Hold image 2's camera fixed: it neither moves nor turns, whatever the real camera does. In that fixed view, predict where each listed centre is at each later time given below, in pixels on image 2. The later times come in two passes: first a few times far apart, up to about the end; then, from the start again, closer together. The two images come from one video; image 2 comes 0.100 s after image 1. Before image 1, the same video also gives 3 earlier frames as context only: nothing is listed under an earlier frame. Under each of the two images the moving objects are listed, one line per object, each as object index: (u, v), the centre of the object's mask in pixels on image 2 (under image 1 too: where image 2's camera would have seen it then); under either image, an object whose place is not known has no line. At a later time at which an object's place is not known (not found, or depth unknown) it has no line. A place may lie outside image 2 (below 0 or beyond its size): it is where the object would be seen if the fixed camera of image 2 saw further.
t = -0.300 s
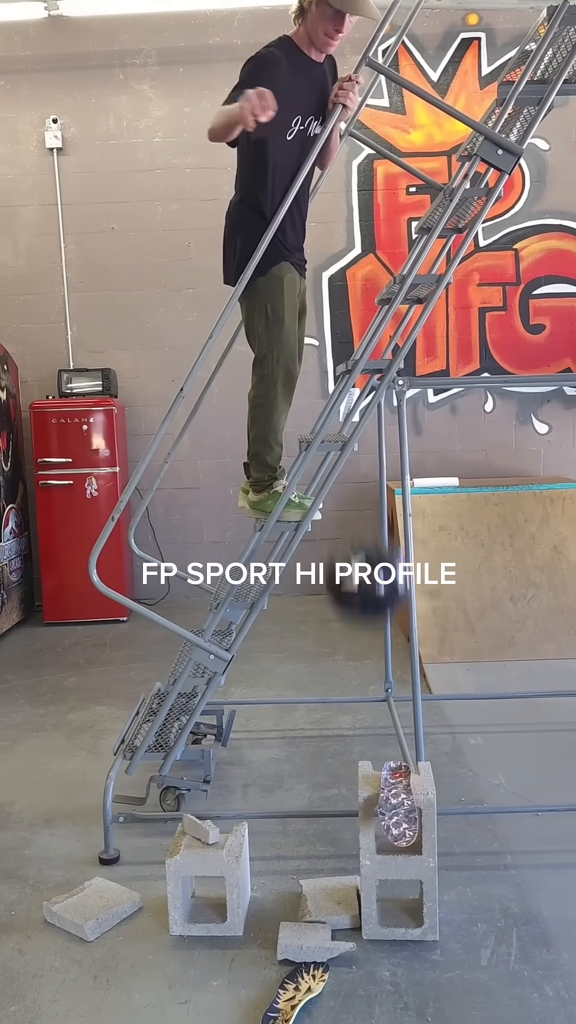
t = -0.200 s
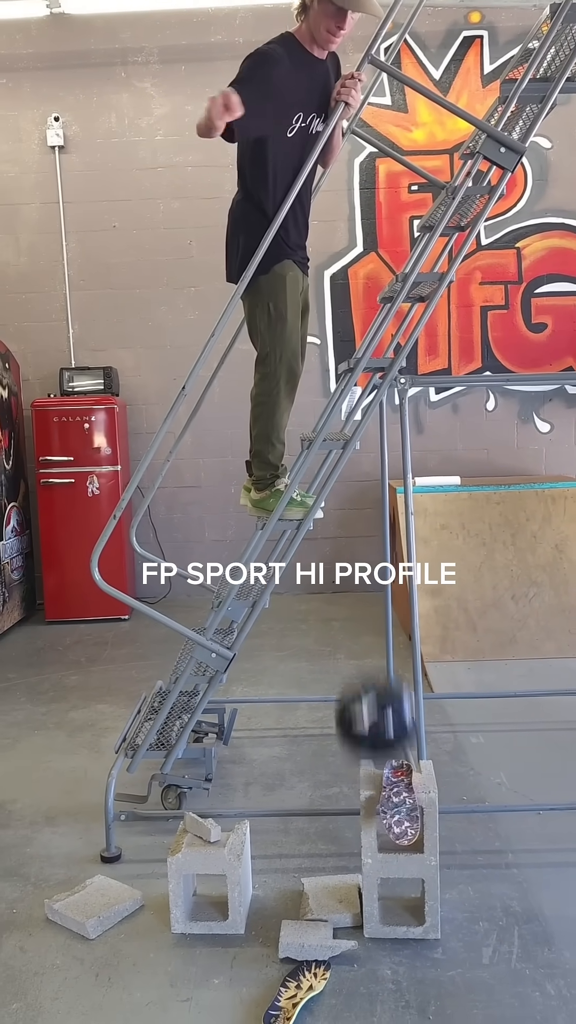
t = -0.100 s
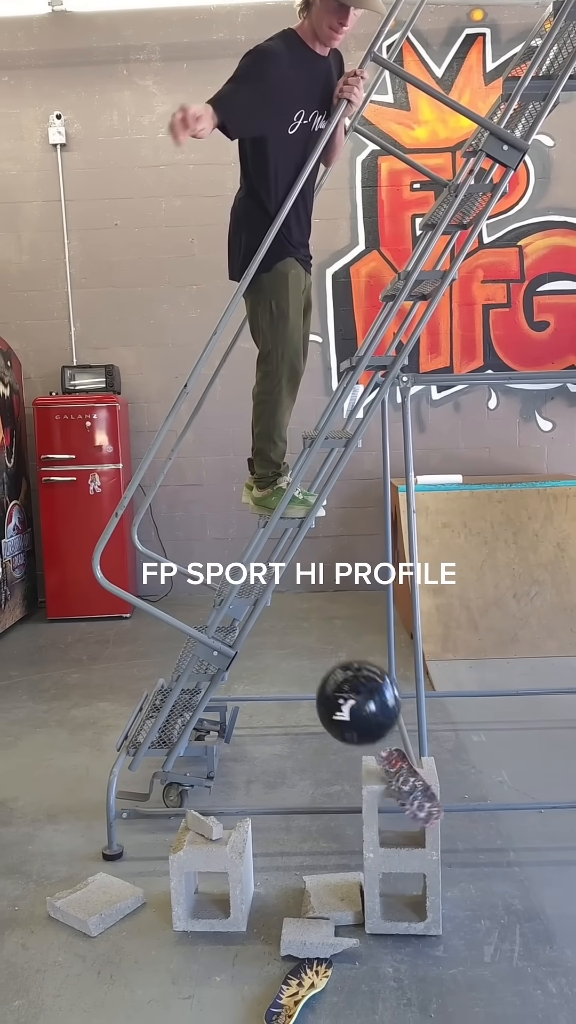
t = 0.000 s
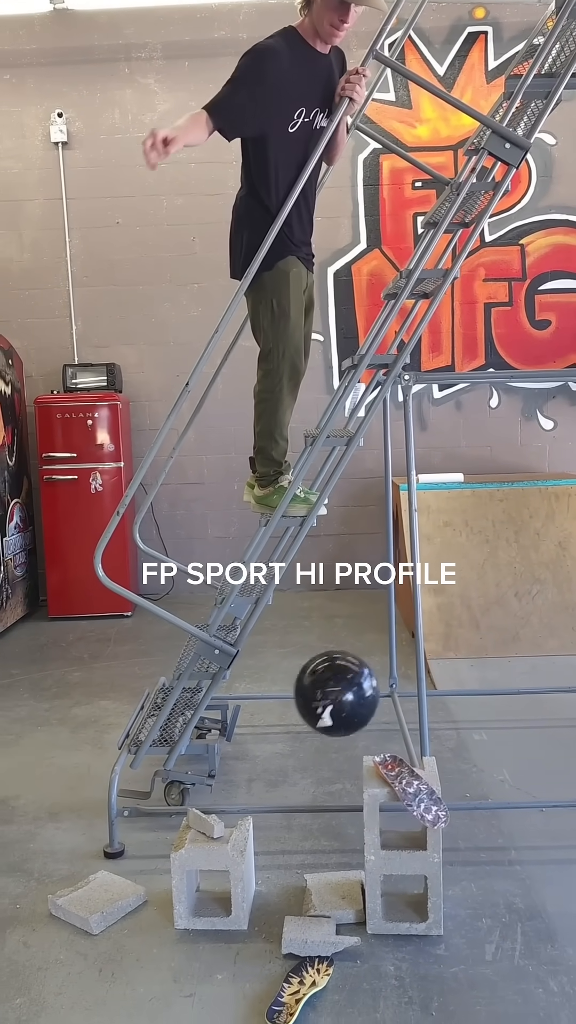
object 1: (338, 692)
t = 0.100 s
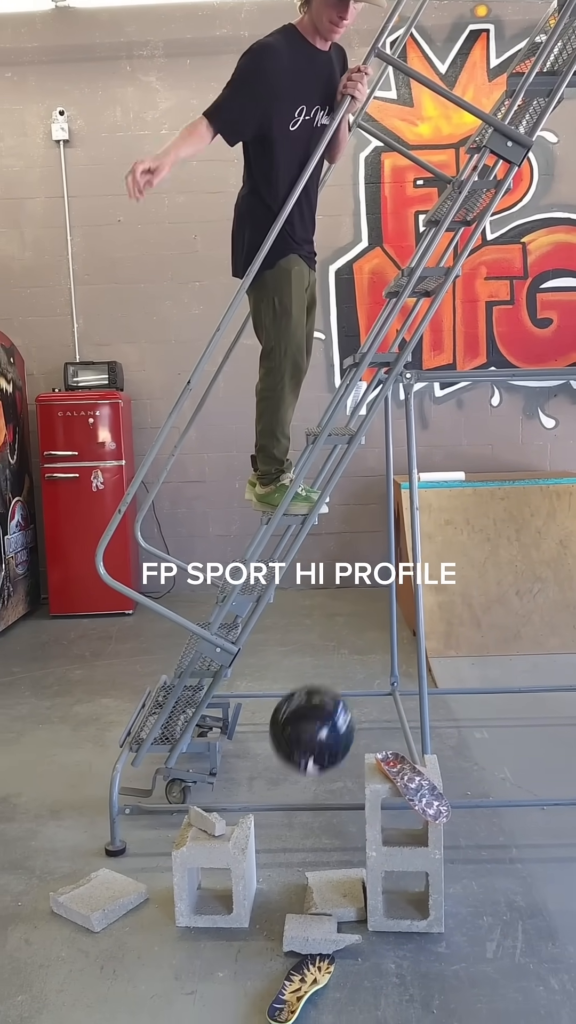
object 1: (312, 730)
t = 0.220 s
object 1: (287, 817)
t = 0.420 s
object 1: (313, 885)
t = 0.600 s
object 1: (355, 909)
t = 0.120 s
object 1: (304, 750)
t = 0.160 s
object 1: (298, 774)
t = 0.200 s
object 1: (291, 801)
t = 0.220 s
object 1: (287, 817)
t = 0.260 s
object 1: (282, 852)
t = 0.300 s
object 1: (288, 879)
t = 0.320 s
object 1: (294, 880)
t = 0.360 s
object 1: (300, 877)
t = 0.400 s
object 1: (307, 879)
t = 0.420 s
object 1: (313, 885)
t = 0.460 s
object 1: (320, 893)
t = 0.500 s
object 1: (329, 896)
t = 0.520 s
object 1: (333, 898)
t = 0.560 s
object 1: (346, 905)
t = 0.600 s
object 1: (355, 909)
